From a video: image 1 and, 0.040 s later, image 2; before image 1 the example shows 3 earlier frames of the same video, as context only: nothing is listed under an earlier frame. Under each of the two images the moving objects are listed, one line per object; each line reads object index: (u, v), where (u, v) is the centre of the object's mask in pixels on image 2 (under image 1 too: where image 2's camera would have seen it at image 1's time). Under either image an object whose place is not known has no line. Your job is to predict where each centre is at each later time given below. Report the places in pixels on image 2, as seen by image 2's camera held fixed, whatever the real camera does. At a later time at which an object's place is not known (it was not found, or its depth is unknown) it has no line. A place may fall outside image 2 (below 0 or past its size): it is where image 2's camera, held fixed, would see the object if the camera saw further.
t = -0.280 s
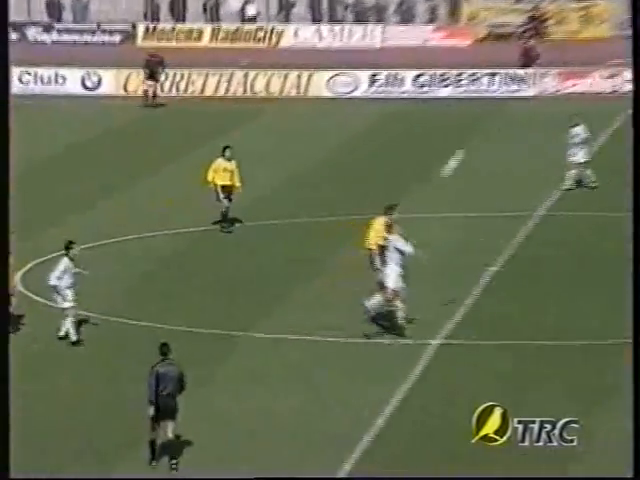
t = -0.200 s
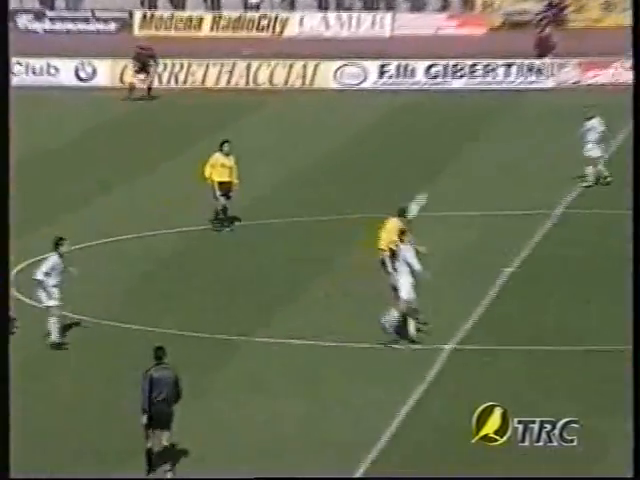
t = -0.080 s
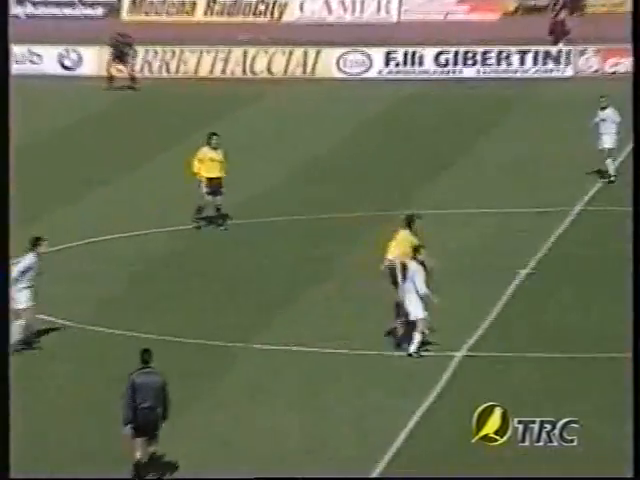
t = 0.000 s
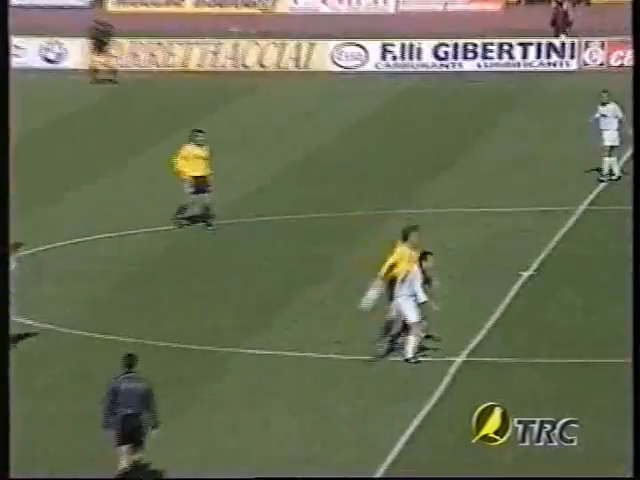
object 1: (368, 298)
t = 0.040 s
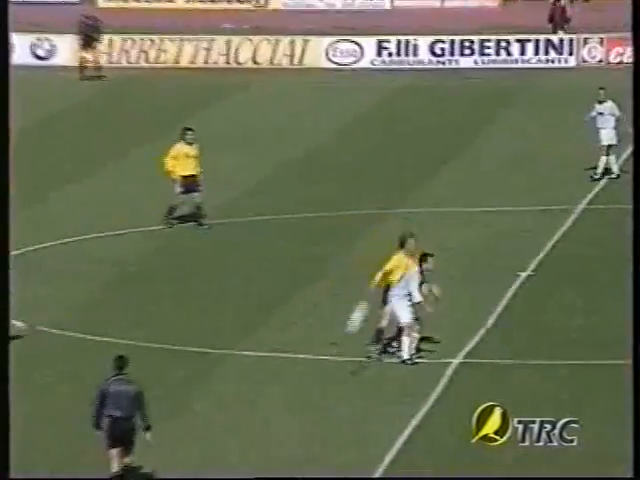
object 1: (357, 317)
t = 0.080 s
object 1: (347, 340)
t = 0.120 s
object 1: (337, 365)
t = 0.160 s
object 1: (327, 388)
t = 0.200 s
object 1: (323, 391)
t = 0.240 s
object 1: (321, 379)
